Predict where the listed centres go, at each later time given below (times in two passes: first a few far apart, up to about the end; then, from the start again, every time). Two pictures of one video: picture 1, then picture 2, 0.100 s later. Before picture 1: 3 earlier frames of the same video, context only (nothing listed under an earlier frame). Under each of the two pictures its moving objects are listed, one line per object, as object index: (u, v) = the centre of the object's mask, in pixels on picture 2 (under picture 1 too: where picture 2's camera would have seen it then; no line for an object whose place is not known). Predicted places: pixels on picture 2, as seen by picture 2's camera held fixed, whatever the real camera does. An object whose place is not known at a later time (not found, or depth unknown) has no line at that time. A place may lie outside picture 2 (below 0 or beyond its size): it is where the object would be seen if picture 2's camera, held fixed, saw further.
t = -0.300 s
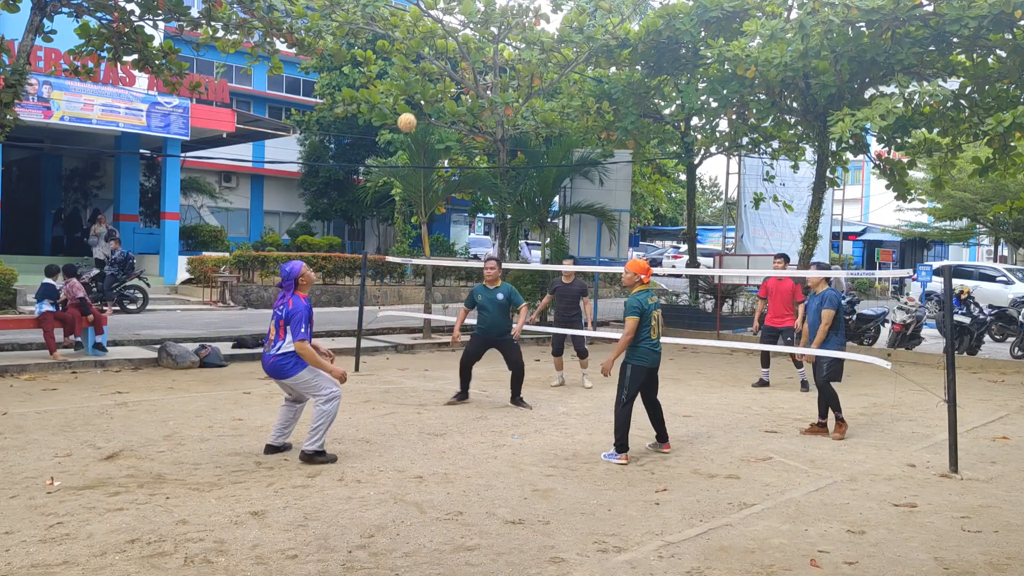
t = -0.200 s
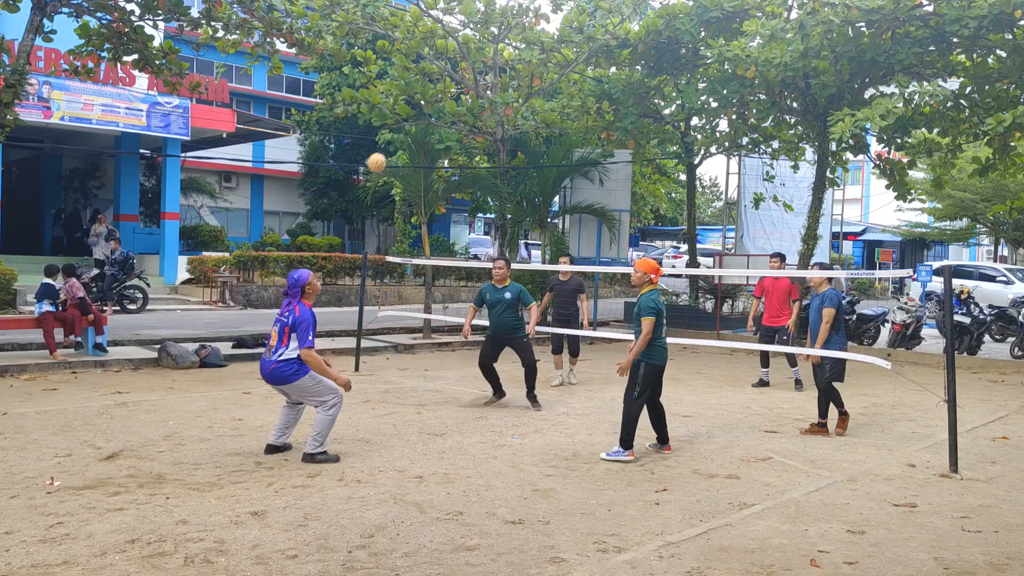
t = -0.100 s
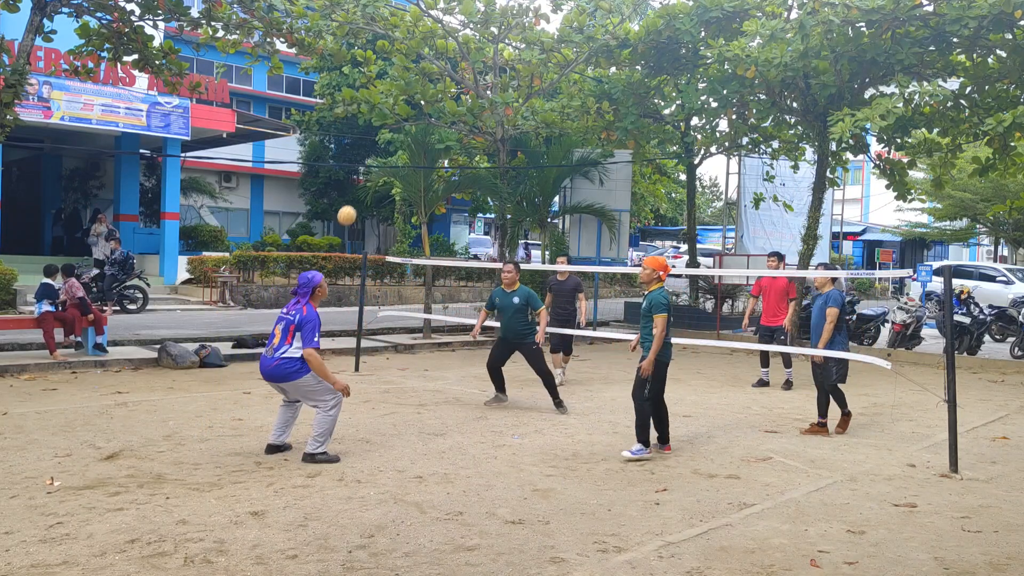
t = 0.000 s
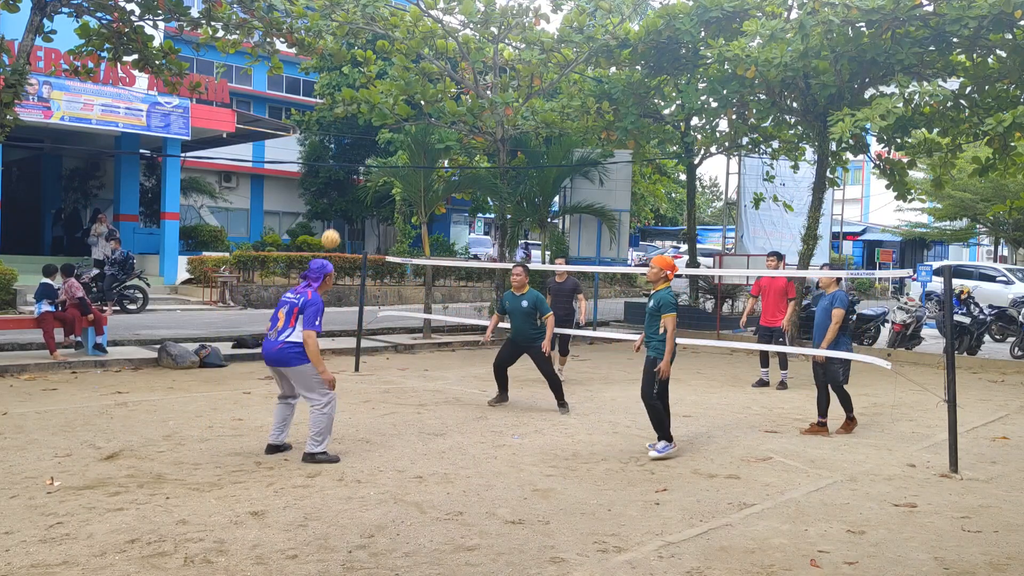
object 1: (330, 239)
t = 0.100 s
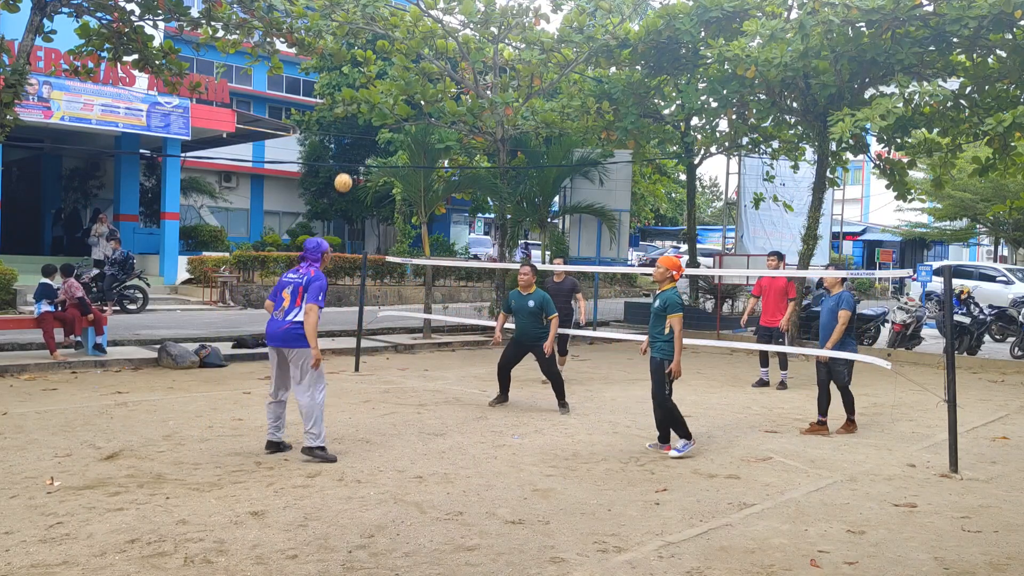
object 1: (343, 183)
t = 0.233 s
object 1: (358, 131)
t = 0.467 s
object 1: (382, 97)
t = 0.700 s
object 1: (401, 126)
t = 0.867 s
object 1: (412, 180)
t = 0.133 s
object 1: (347, 167)
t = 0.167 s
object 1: (351, 154)
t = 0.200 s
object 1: (355, 142)
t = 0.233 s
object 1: (358, 131)
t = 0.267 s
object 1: (362, 122)
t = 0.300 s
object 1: (365, 114)
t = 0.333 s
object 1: (369, 108)
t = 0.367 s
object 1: (372, 103)
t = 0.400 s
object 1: (375, 100)
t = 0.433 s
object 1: (379, 98)
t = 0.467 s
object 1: (382, 97)
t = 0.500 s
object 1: (385, 98)
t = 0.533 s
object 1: (387, 99)
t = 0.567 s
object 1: (390, 102)
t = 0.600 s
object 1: (393, 106)
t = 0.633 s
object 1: (396, 112)
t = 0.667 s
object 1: (399, 118)
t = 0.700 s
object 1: (401, 126)
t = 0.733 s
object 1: (403, 134)
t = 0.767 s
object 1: (406, 144)
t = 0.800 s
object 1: (408, 155)
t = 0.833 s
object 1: (410, 167)
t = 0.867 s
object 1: (412, 180)
